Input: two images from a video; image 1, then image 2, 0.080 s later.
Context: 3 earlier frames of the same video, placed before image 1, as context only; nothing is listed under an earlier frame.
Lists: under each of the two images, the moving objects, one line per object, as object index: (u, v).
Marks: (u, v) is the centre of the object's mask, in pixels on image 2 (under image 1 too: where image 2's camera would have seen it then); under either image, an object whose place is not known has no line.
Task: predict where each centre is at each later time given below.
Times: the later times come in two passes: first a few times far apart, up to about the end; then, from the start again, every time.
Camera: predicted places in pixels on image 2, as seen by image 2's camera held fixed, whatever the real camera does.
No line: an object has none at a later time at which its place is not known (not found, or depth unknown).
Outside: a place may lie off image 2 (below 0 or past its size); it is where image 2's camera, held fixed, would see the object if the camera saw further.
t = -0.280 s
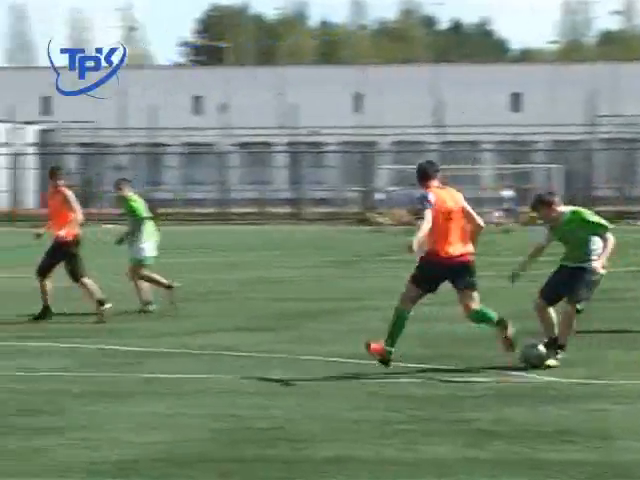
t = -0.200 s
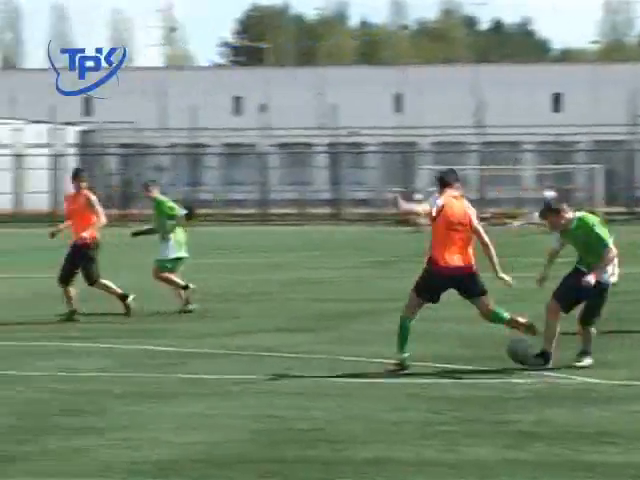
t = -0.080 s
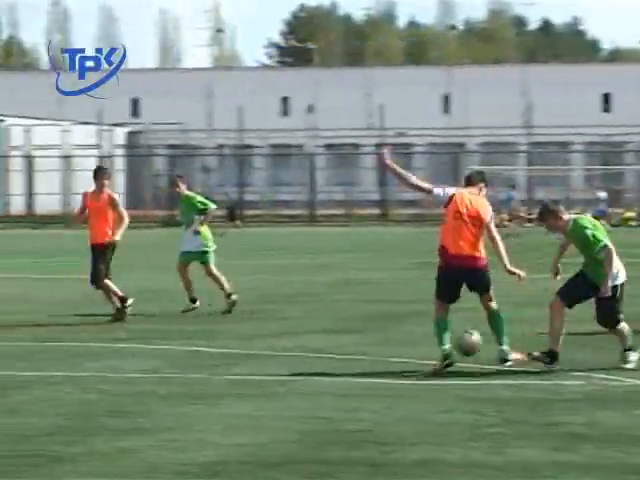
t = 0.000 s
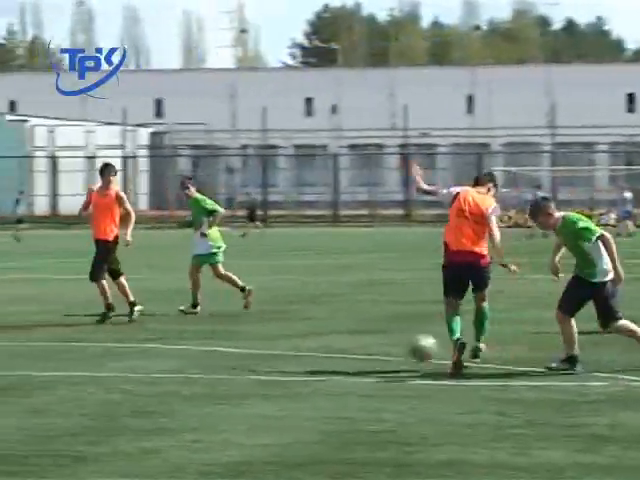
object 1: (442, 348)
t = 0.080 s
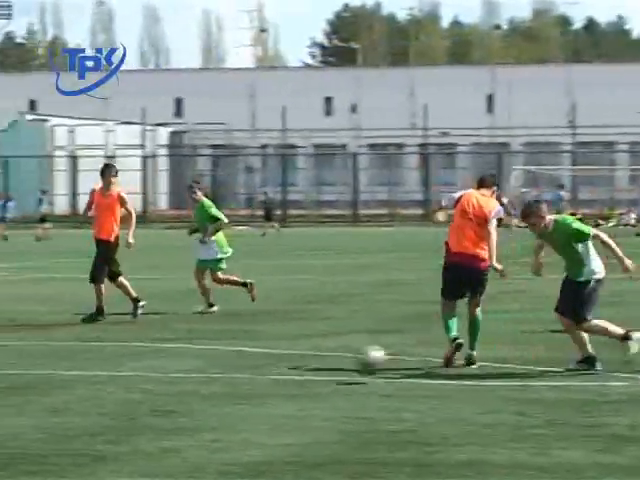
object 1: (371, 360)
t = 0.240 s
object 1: (246, 359)
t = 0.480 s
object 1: (65, 375)
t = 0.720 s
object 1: (-94, 385)
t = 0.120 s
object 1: (337, 370)
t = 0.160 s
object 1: (304, 367)
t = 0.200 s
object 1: (274, 362)
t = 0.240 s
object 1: (246, 359)
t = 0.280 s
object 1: (216, 358)
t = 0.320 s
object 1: (185, 359)
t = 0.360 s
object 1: (154, 364)
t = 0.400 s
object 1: (123, 370)
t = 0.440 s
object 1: (91, 378)
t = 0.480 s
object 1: (65, 375)
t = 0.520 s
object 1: (39, 372)
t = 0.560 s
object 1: (13, 371)
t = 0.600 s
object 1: (-13, 373)
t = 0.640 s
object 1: (-41, 377)
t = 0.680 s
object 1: (-68, 384)
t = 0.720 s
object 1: (-94, 385)
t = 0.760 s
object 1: (-121, 385)
